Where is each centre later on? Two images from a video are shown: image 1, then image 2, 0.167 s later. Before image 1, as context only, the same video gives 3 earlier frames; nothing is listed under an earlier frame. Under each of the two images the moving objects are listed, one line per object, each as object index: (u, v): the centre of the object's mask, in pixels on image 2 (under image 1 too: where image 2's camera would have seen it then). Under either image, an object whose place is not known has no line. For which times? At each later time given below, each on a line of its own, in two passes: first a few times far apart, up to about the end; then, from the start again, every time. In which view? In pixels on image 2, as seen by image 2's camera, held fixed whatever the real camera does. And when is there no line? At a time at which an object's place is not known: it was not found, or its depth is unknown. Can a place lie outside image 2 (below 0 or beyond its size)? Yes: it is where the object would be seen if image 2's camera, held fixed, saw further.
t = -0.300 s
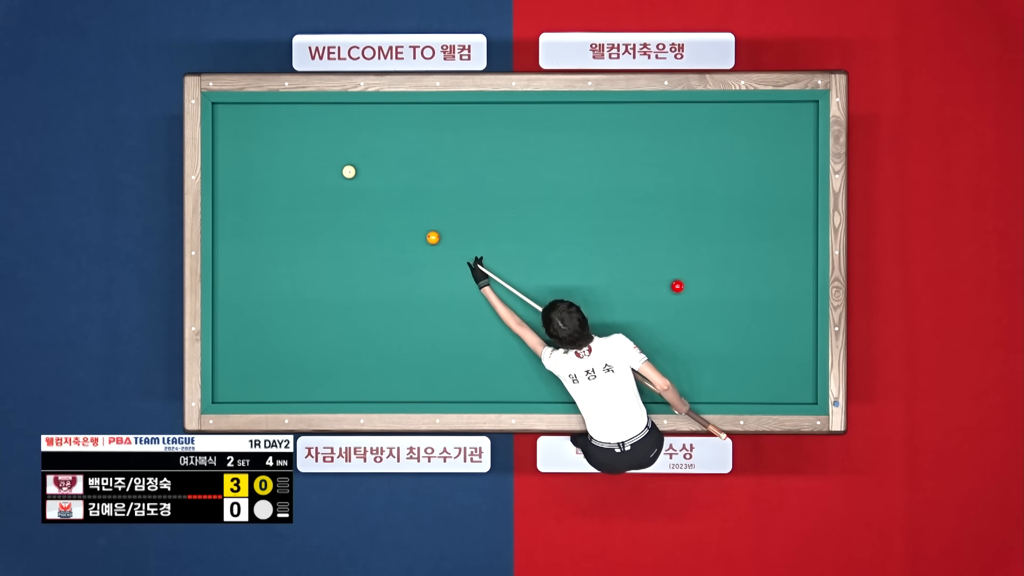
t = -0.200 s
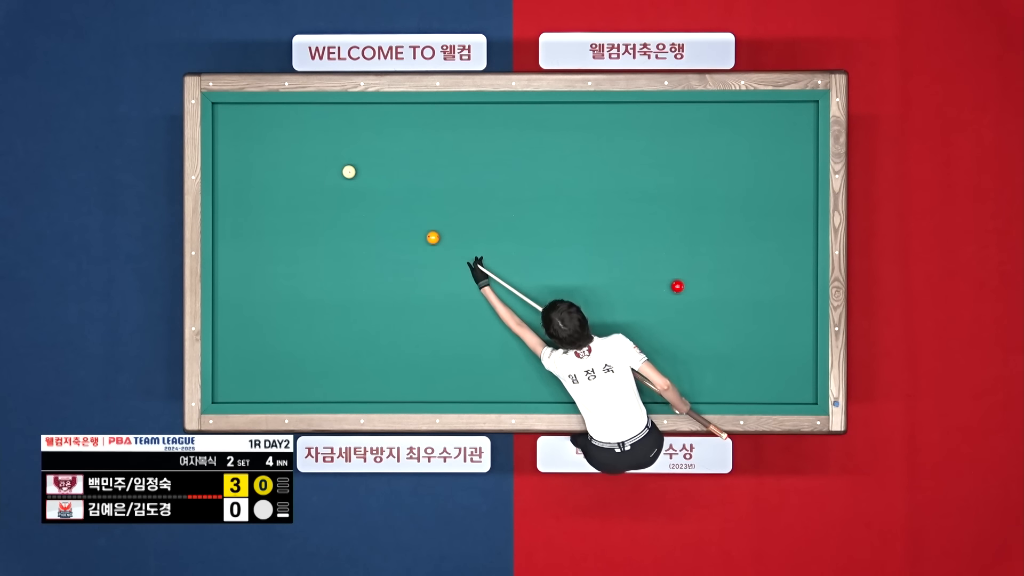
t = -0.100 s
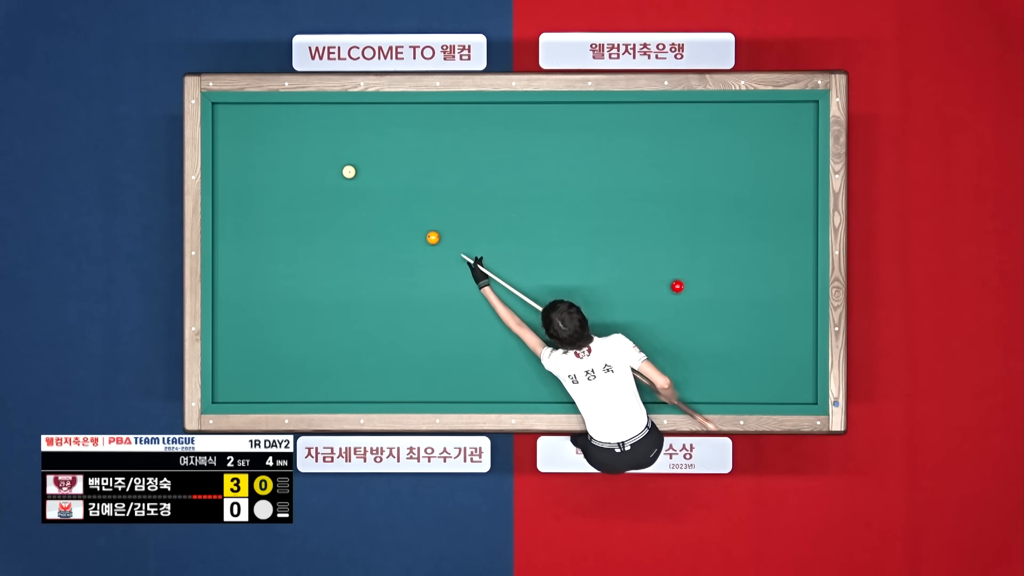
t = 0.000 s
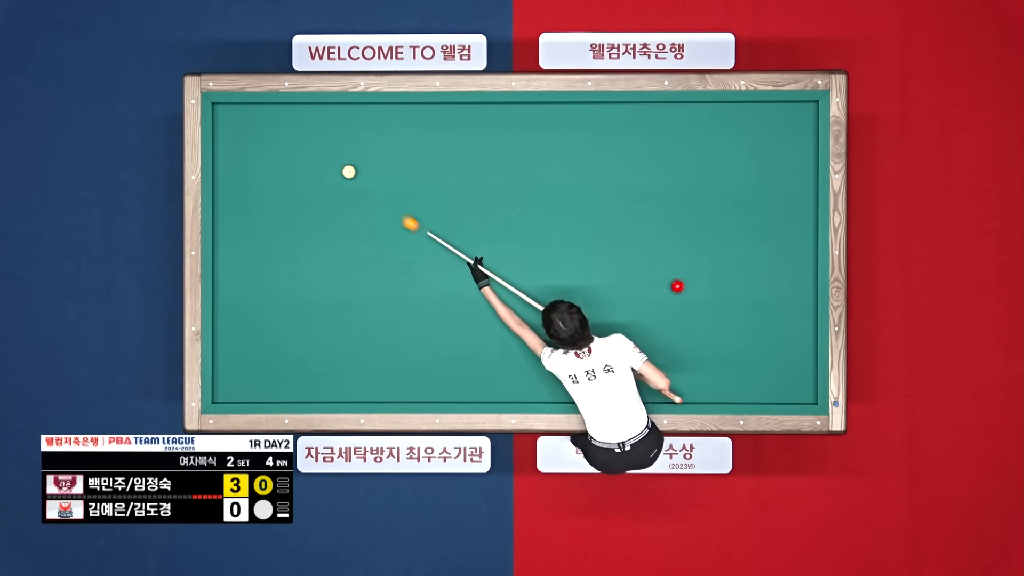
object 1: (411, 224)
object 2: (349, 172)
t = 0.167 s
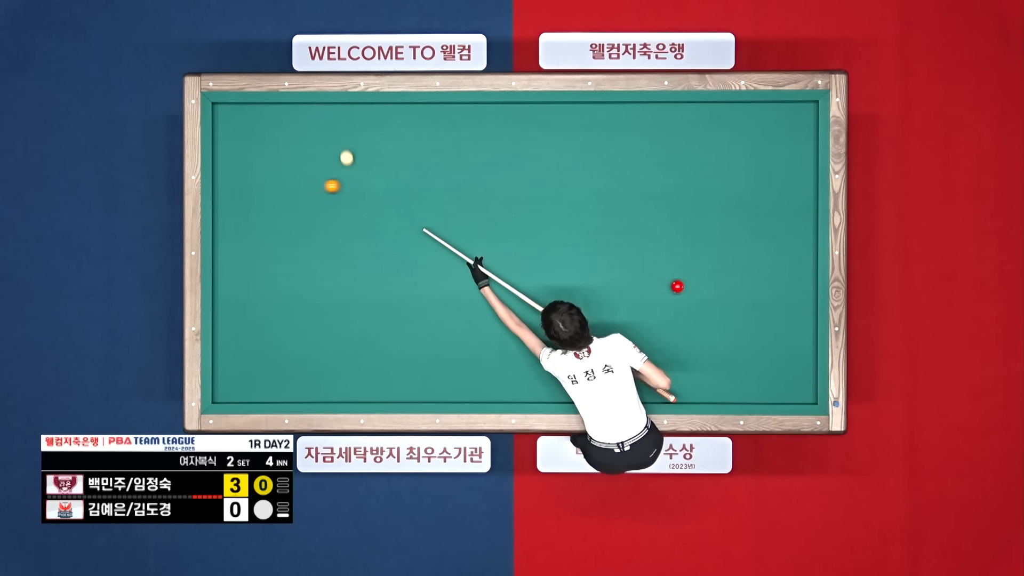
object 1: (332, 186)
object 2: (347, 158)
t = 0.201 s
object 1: (318, 186)
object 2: (345, 148)
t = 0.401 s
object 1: (235, 180)
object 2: (336, 120)
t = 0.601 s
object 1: (268, 163)
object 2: (329, 153)
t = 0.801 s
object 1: (319, 146)
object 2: (322, 183)
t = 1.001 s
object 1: (366, 129)
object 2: (315, 213)
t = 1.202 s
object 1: (412, 112)
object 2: (308, 242)
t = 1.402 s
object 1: (452, 116)
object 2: (301, 271)
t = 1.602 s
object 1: (492, 124)
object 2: (294, 299)
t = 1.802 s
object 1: (531, 132)
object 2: (288, 327)
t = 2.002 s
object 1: (569, 141)
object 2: (281, 354)
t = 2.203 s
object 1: (607, 149)
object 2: (275, 381)
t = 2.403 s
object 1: (645, 157)
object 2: (270, 390)
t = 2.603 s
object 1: (682, 165)
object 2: (267, 375)
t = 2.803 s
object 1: (719, 173)
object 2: (264, 361)
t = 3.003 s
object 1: (755, 180)
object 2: (261, 346)
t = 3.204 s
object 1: (791, 188)
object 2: (259, 333)
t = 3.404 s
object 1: (801, 197)
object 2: (256, 320)
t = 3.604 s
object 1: (780, 208)
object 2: (253, 307)
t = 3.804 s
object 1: (759, 219)
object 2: (251, 294)
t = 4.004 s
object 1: (739, 230)
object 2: (248, 282)
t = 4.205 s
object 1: (720, 240)
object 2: (246, 270)
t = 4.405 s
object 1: (702, 250)
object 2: (244, 259)
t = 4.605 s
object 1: (684, 260)
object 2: (242, 248)
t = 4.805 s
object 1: (666, 269)
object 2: (239, 238)
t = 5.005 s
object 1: (648, 279)
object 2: (237, 228)
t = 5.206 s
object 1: (631, 288)
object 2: (235, 219)
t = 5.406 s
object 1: (615, 297)
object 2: (233, 210)
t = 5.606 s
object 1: (599, 306)
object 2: (232, 201)
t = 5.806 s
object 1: (583, 314)
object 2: (230, 193)
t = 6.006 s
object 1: (568, 322)
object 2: (228, 185)
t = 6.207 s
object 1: (554, 330)
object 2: (226, 178)
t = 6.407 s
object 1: (539, 338)
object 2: (225, 171)
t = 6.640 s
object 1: (523, 347)
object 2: (223, 163)
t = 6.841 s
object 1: (510, 354)
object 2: (222, 157)
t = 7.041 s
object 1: (497, 360)
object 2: (220, 151)
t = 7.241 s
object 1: (484, 367)
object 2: (219, 146)
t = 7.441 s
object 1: (472, 374)
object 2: (218, 141)
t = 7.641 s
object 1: (460, 380)
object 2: (219, 137)
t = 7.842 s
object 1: (449, 386)
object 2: (220, 134)
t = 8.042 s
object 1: (438, 392)
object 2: (220, 130)
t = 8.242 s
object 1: (428, 396)
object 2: (221, 128)
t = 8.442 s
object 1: (419, 394)
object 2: (221, 125)
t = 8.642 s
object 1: (412, 391)
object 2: (222, 123)
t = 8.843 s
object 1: (404, 388)
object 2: (222, 122)
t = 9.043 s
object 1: (397, 386)
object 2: (222, 121)
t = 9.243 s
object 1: (390, 383)
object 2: (222, 120)
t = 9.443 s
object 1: (384, 381)
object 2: (222, 120)
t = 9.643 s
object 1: (378, 379)
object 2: (222, 120)
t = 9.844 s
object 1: (373, 377)
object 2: (222, 120)
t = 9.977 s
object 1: (370, 376)
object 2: (223, 120)
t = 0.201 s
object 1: (318, 186)
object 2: (345, 148)
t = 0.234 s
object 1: (304, 186)
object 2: (343, 138)
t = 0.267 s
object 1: (290, 186)
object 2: (342, 128)
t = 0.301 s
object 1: (277, 185)
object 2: (340, 119)
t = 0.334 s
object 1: (263, 183)
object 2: (339, 110)
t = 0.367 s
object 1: (249, 182)
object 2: (338, 113)
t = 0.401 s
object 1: (235, 180)
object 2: (336, 120)
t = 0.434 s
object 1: (221, 178)
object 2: (335, 127)
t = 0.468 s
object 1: (224, 176)
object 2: (334, 132)
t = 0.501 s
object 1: (236, 173)
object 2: (332, 138)
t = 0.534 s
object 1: (247, 170)
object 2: (331, 143)
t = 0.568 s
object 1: (257, 167)
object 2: (330, 148)
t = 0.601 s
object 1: (268, 163)
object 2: (329, 153)
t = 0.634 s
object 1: (277, 161)
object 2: (328, 158)
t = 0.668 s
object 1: (287, 157)
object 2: (326, 163)
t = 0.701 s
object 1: (295, 155)
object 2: (325, 168)
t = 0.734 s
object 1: (304, 152)
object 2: (324, 173)
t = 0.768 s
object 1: (311, 149)
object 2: (323, 178)
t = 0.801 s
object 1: (319, 146)
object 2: (322, 183)
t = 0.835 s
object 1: (327, 143)
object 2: (321, 188)
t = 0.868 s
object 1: (335, 140)
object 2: (319, 193)
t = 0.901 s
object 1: (342, 137)
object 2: (318, 198)
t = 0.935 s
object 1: (350, 135)
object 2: (317, 203)
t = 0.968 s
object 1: (358, 132)
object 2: (316, 208)
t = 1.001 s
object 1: (366, 129)
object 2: (315, 213)
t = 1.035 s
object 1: (373, 126)
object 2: (313, 218)
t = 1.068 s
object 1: (381, 123)
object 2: (312, 223)
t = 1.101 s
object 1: (388, 121)
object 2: (311, 228)
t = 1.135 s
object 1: (396, 118)
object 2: (310, 233)
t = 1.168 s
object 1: (404, 115)
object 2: (309, 237)
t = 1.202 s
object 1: (412, 112)
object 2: (308, 242)
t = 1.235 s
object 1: (419, 109)
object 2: (307, 247)
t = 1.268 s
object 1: (426, 109)
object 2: (305, 252)
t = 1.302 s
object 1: (433, 111)
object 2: (304, 256)
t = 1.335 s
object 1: (439, 113)
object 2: (303, 261)
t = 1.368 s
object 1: (446, 114)
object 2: (302, 266)
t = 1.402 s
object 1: (452, 116)
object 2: (301, 271)
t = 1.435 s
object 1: (459, 117)
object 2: (300, 275)
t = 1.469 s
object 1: (466, 118)
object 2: (299, 280)
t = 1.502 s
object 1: (472, 120)
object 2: (298, 285)
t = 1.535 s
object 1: (478, 121)
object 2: (297, 290)
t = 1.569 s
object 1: (485, 123)
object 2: (295, 294)
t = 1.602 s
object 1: (492, 124)
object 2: (294, 299)
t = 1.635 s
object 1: (498, 125)
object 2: (293, 304)
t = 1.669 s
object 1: (505, 127)
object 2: (292, 309)
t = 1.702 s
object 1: (512, 128)
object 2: (291, 313)
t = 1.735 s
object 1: (518, 130)
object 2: (290, 318)
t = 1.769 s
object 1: (524, 131)
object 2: (289, 322)
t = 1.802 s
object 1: (531, 132)
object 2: (288, 327)
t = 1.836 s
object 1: (537, 134)
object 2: (287, 331)
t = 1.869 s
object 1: (543, 135)
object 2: (286, 336)
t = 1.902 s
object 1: (550, 137)
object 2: (285, 340)
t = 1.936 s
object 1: (557, 138)
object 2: (284, 345)
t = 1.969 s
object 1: (563, 139)
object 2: (282, 350)
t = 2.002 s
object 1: (569, 141)
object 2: (281, 354)
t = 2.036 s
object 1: (576, 142)
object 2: (280, 359)
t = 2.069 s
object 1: (582, 144)
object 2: (279, 363)
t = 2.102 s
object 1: (588, 145)
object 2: (278, 368)
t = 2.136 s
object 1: (595, 146)
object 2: (277, 372)
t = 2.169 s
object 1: (601, 147)
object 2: (276, 376)
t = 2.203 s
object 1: (607, 149)
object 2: (275, 381)
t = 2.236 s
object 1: (614, 150)
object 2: (274, 385)
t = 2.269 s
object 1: (620, 151)
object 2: (273, 390)
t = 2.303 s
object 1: (626, 153)
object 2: (272, 394)
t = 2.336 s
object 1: (632, 154)
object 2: (271, 397)
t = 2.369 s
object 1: (639, 155)
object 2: (271, 394)
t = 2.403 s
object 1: (645, 157)
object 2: (270, 390)
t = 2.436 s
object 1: (651, 158)
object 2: (269, 388)
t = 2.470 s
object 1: (658, 160)
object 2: (269, 385)
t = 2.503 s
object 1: (664, 161)
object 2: (268, 383)
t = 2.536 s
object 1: (670, 162)
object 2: (268, 380)
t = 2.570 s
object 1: (676, 163)
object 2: (267, 378)
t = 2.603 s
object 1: (682, 165)
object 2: (267, 375)
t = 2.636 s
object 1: (689, 166)
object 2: (267, 373)
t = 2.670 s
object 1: (695, 168)
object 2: (266, 370)
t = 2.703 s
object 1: (701, 169)
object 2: (266, 368)
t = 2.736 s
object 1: (707, 170)
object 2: (265, 365)
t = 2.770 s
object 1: (713, 171)
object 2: (264, 363)
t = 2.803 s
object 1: (719, 173)
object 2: (264, 361)
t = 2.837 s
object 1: (725, 174)
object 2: (263, 358)
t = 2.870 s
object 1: (731, 175)
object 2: (263, 356)
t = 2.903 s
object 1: (737, 177)
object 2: (263, 354)
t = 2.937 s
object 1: (743, 178)
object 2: (262, 351)
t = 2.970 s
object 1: (749, 179)
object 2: (262, 349)
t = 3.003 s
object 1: (755, 180)
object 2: (261, 346)
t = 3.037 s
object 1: (761, 181)
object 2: (261, 344)
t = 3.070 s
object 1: (767, 183)
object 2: (260, 342)
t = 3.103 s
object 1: (773, 184)
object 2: (260, 340)
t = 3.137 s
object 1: (779, 186)
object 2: (259, 337)
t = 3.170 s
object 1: (785, 187)
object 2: (259, 335)
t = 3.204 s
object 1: (791, 188)
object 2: (259, 333)
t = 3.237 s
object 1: (797, 189)
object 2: (258, 331)
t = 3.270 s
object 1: (803, 191)
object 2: (258, 328)
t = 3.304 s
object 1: (809, 192)
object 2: (257, 326)
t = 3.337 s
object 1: (810, 193)
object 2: (257, 324)
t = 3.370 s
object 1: (805, 195)
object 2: (256, 322)
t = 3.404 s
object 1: (801, 197)
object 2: (256, 320)
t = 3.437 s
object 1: (797, 199)
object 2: (255, 318)
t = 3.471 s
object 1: (793, 201)
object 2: (255, 315)
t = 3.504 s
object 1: (790, 203)
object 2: (254, 313)
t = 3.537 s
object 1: (786, 205)
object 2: (254, 311)
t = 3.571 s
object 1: (783, 207)
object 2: (254, 309)
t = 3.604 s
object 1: (780, 208)
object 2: (253, 307)
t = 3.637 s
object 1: (776, 210)
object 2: (253, 305)
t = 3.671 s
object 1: (773, 212)
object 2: (253, 303)
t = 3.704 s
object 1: (769, 214)
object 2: (252, 300)
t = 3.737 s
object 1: (766, 216)
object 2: (252, 298)
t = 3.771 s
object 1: (763, 217)
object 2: (251, 296)
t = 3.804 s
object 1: (759, 219)
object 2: (251, 294)
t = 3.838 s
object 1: (756, 221)
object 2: (250, 292)
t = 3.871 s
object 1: (753, 223)
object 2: (250, 290)
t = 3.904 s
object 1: (749, 225)
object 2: (250, 288)
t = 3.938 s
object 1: (746, 226)
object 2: (249, 286)
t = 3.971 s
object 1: (743, 228)
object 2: (249, 284)
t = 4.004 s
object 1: (739, 230)
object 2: (248, 282)
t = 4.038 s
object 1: (736, 232)
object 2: (248, 280)
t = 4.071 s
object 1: (733, 233)
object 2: (248, 278)
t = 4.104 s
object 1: (730, 235)
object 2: (247, 276)
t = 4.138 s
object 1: (727, 237)
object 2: (247, 274)
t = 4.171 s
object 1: (723, 238)
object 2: (246, 272)
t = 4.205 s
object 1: (720, 240)
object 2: (246, 270)
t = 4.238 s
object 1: (717, 242)
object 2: (246, 269)
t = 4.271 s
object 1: (714, 243)
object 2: (245, 267)
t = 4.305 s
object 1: (711, 245)
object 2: (245, 265)
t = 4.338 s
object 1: (708, 247)
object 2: (245, 263)
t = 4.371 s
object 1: (705, 249)
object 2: (244, 261)
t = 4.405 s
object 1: (702, 250)
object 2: (244, 259)
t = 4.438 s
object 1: (699, 252)
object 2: (244, 257)
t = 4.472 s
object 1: (695, 253)
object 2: (243, 256)
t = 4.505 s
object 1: (692, 255)
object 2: (243, 254)
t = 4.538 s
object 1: (690, 257)
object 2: (242, 252)
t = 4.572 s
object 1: (686, 258)
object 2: (242, 250)
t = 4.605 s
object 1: (684, 260)
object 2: (242, 248)
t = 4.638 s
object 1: (680, 261)
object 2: (241, 247)
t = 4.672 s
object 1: (677, 263)
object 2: (241, 245)
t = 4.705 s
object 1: (674, 265)
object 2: (241, 243)
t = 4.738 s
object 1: (671, 266)
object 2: (240, 242)
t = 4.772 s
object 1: (668, 268)
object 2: (240, 240)
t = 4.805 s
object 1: (666, 269)
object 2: (239, 238)
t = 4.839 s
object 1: (662, 271)
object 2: (239, 236)
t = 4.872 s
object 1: (660, 273)
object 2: (239, 235)
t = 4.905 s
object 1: (657, 274)
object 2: (238, 233)
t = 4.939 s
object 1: (654, 275)
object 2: (238, 232)
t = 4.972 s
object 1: (651, 277)
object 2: (238, 230)
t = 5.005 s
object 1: (648, 279)
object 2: (237, 228)
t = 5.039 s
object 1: (645, 280)
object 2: (237, 227)
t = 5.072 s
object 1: (642, 282)
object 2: (237, 225)
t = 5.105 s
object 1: (640, 284)
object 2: (236, 223)
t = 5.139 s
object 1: (637, 285)
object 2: (236, 222)
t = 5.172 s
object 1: (634, 286)
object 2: (236, 220)
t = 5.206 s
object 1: (631, 288)
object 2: (235, 219)
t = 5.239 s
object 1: (628, 290)
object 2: (235, 217)
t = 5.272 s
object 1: (626, 291)
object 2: (235, 215)
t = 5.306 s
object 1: (623, 292)
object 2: (234, 214)
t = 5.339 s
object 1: (620, 294)
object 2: (234, 213)
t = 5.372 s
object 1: (618, 295)
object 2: (234, 211)
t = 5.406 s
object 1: (615, 297)
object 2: (233, 210)
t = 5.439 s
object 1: (612, 298)
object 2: (233, 208)
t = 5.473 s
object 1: (609, 300)
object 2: (233, 207)
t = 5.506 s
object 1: (607, 301)
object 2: (232, 205)
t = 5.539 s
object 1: (604, 303)
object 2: (232, 204)
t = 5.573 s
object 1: (601, 304)
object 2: (232, 203)
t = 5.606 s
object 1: (599, 306)
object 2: (232, 201)
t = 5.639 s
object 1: (596, 307)
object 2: (231, 200)
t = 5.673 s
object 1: (594, 308)
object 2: (231, 198)
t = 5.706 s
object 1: (591, 310)
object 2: (231, 197)
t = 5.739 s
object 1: (588, 311)
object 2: (230, 196)
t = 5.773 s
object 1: (586, 312)
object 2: (230, 194)
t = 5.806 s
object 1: (583, 314)
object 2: (230, 193)
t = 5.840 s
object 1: (581, 315)
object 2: (230, 192)
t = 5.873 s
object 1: (578, 317)
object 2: (229, 190)
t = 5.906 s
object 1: (576, 318)
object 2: (229, 189)
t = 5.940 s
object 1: (573, 319)
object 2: (229, 188)
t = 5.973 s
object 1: (571, 321)
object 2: (228, 187)
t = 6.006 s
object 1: (568, 322)
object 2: (228, 185)
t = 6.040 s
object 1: (566, 323)
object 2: (228, 184)
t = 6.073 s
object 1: (563, 325)
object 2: (228, 182)
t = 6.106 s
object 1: (561, 326)
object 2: (227, 181)
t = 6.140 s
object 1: (558, 328)
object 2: (227, 180)
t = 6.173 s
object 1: (556, 329)
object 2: (227, 179)
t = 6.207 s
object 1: (554, 330)
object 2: (226, 178)
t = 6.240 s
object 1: (551, 331)
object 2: (226, 176)
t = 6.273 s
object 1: (549, 333)
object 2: (226, 175)
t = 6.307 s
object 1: (546, 334)
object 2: (226, 174)
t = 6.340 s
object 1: (544, 335)
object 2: (225, 173)
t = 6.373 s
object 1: (542, 336)
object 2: (225, 172)
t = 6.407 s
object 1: (539, 338)
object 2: (225, 171)
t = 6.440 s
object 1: (537, 339)
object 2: (225, 170)
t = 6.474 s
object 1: (535, 340)
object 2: (224, 169)
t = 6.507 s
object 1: (532, 341)
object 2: (224, 167)
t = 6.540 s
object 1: (530, 343)
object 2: (224, 166)
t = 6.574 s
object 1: (528, 344)
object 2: (224, 165)
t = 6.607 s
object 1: (525, 345)
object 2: (223, 164)
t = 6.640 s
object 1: (523, 347)
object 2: (223, 163)
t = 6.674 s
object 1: (521, 348)
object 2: (223, 162)
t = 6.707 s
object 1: (519, 349)
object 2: (223, 161)
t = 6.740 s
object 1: (516, 350)
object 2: (222, 160)
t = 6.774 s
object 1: (514, 351)
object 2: (222, 159)
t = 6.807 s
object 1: (512, 352)
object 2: (222, 158)
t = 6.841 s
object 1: (510, 354)
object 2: (222, 157)
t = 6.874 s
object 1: (507, 355)
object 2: (222, 156)
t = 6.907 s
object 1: (506, 356)
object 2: (221, 155)
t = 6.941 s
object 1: (503, 357)
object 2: (221, 154)
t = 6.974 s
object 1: (501, 358)
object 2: (221, 153)
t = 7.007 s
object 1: (499, 360)
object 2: (221, 152)
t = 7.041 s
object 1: (497, 360)
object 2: (220, 151)
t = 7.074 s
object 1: (495, 362)
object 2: (220, 151)
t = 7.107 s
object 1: (493, 363)
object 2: (220, 150)
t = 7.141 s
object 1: (491, 364)
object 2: (220, 149)
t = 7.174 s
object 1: (488, 365)
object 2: (220, 148)
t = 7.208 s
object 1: (486, 366)
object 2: (219, 147)
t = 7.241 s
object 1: (484, 367)
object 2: (219, 146)
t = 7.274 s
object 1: (482, 368)
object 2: (219, 145)
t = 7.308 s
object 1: (480, 369)
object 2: (219, 144)
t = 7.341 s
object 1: (478, 370)
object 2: (219, 144)
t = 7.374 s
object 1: (476, 371)
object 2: (219, 143)
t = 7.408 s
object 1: (474, 373)
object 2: (218, 142)
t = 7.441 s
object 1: (472, 374)
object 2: (218, 141)
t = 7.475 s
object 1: (470, 375)
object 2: (218, 141)
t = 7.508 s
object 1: (468, 376)
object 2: (219, 140)
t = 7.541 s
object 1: (466, 377)
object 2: (219, 139)
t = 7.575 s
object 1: (464, 378)
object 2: (219, 139)
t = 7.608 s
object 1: (462, 379)
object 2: (219, 138)
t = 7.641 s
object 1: (460, 380)
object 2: (219, 137)
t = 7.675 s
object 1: (459, 381)
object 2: (219, 137)
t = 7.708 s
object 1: (456, 382)
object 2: (219, 136)
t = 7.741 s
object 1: (455, 383)
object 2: (219, 135)
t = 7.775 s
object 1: (453, 384)
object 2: (219, 135)
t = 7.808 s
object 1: (451, 385)
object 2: (219, 134)
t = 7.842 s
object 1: (449, 386)
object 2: (220, 134)
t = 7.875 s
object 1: (447, 387)
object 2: (220, 133)
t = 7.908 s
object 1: (445, 388)
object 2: (220, 133)
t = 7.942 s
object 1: (443, 389)
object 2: (220, 132)
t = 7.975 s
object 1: (442, 390)
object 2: (220, 131)
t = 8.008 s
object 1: (440, 391)
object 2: (220, 131)
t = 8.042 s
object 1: (438, 392)
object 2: (220, 130)
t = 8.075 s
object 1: (436, 393)
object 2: (220, 130)
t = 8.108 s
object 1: (435, 394)
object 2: (220, 129)
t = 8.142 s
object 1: (433, 395)
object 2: (220, 129)
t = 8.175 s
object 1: (431, 396)
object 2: (221, 128)
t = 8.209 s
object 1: (429, 396)
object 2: (221, 128)
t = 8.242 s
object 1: (428, 396)
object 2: (221, 128)
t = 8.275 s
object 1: (426, 396)
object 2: (221, 127)
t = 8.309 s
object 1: (425, 395)
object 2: (221, 127)
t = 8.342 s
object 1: (424, 395)
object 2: (221, 126)
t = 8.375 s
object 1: (422, 395)
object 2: (221, 126)
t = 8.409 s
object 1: (421, 394)
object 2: (221, 125)
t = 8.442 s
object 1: (419, 394)
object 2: (221, 125)
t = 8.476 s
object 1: (418, 393)
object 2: (221, 125)
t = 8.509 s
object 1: (417, 393)
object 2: (221, 124)
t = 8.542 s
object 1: (416, 392)
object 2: (221, 124)
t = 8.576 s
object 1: (414, 392)
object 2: (221, 124)
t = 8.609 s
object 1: (413, 391)
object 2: (222, 124)
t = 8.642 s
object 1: (412, 391)
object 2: (222, 123)
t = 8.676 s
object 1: (410, 390)
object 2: (222, 123)
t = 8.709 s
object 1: (409, 390)
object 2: (222, 123)
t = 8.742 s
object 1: (408, 390)
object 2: (222, 123)
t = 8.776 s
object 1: (407, 389)
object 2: (222, 122)
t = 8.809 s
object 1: (406, 389)
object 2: (222, 122)
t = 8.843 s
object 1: (404, 388)
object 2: (222, 122)
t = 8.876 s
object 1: (403, 388)
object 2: (222, 122)
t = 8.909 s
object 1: (402, 387)
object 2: (222, 121)
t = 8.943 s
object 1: (401, 387)
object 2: (222, 121)
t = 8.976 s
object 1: (400, 387)
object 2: (222, 121)
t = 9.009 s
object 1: (398, 386)
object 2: (222, 121)
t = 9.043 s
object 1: (397, 386)
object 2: (222, 121)
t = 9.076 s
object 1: (396, 385)
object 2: (222, 121)
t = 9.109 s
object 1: (395, 385)
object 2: (222, 120)
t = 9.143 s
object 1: (394, 384)
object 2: (222, 120)
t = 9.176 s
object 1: (393, 384)
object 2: (222, 120)
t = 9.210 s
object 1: (392, 384)
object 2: (222, 120)
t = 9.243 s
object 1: (390, 383)
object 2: (222, 120)
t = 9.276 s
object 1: (389, 383)
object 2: (222, 120)
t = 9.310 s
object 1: (388, 383)
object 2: (223, 120)
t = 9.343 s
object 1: (387, 382)
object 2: (222, 120)
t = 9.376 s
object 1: (386, 382)
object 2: (222, 120)
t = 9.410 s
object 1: (385, 382)
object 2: (222, 120)
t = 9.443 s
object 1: (384, 381)
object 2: (222, 120)
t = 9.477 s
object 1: (383, 381)
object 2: (222, 120)
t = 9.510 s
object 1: (382, 381)
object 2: (222, 120)
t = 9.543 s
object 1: (381, 380)
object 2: (223, 120)
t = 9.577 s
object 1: (380, 380)
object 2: (222, 120)
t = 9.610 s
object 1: (379, 380)
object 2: (222, 120)
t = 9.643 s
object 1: (378, 379)
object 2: (222, 120)
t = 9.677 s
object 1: (378, 379)
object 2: (222, 120)
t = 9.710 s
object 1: (377, 379)
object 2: (222, 120)
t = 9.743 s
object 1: (376, 378)
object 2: (222, 120)
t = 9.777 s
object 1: (375, 378)
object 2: (222, 120)
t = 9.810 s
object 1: (374, 378)
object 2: (222, 120)
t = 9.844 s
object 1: (373, 377)
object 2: (222, 120)
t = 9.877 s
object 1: (372, 377)
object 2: (222, 120)
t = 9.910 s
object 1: (371, 376)
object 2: (222, 120)
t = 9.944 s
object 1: (370, 376)
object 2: (223, 120)
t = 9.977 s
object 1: (370, 376)
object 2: (223, 120)
